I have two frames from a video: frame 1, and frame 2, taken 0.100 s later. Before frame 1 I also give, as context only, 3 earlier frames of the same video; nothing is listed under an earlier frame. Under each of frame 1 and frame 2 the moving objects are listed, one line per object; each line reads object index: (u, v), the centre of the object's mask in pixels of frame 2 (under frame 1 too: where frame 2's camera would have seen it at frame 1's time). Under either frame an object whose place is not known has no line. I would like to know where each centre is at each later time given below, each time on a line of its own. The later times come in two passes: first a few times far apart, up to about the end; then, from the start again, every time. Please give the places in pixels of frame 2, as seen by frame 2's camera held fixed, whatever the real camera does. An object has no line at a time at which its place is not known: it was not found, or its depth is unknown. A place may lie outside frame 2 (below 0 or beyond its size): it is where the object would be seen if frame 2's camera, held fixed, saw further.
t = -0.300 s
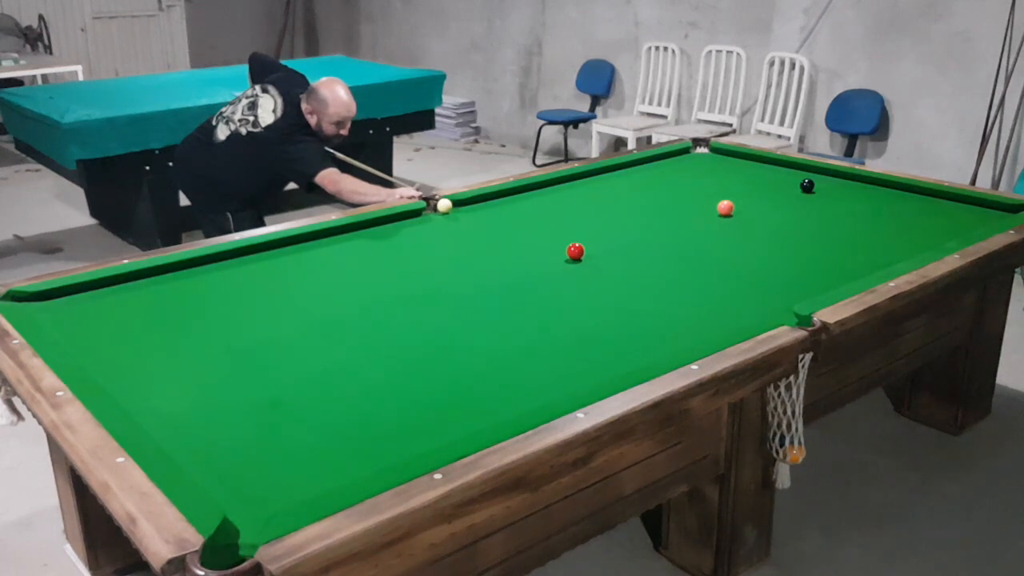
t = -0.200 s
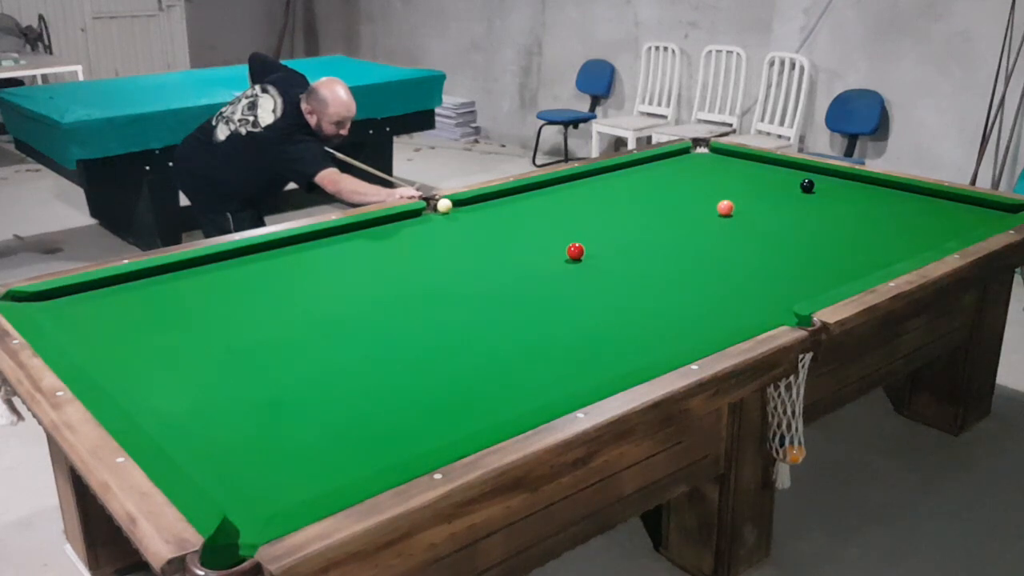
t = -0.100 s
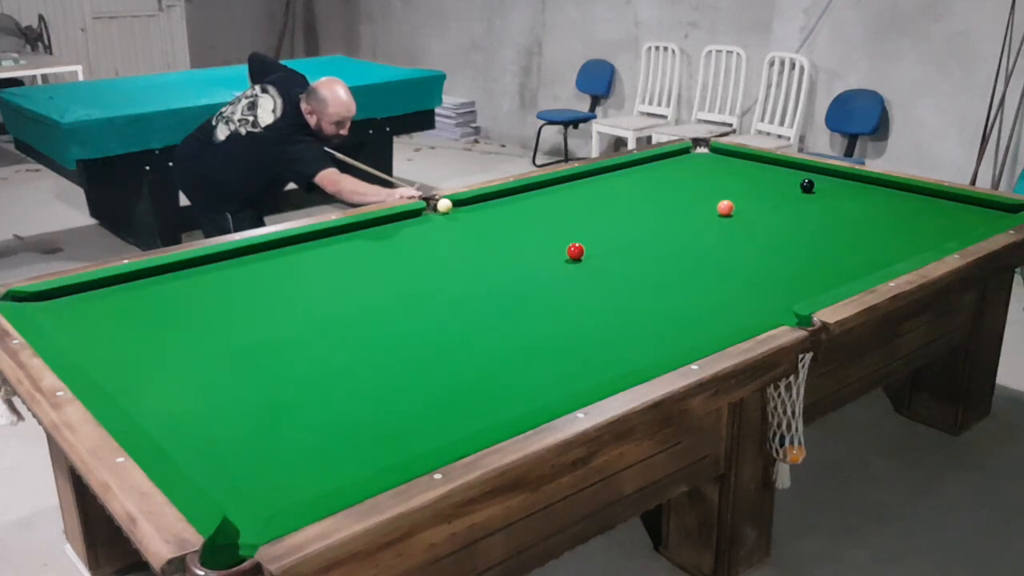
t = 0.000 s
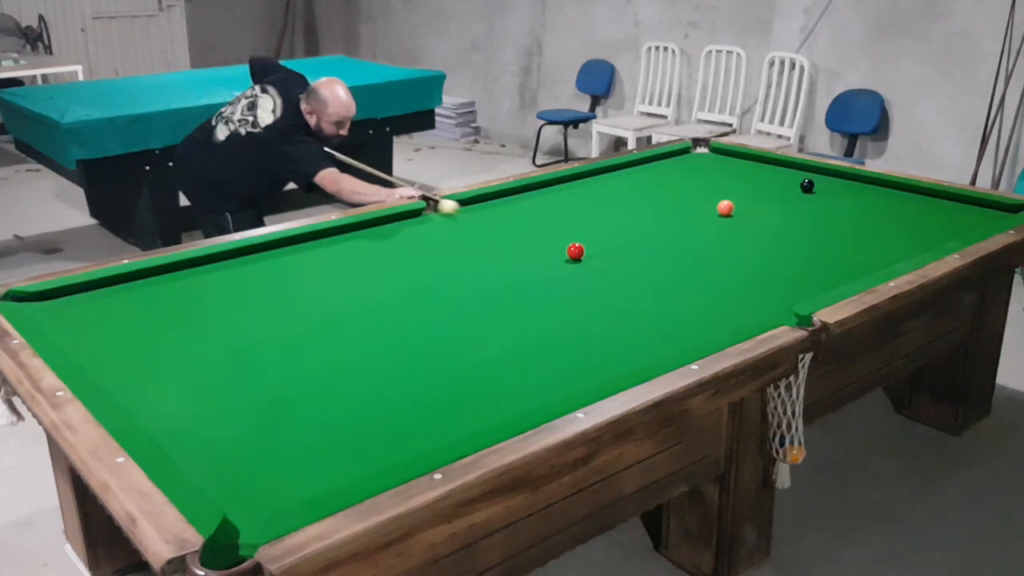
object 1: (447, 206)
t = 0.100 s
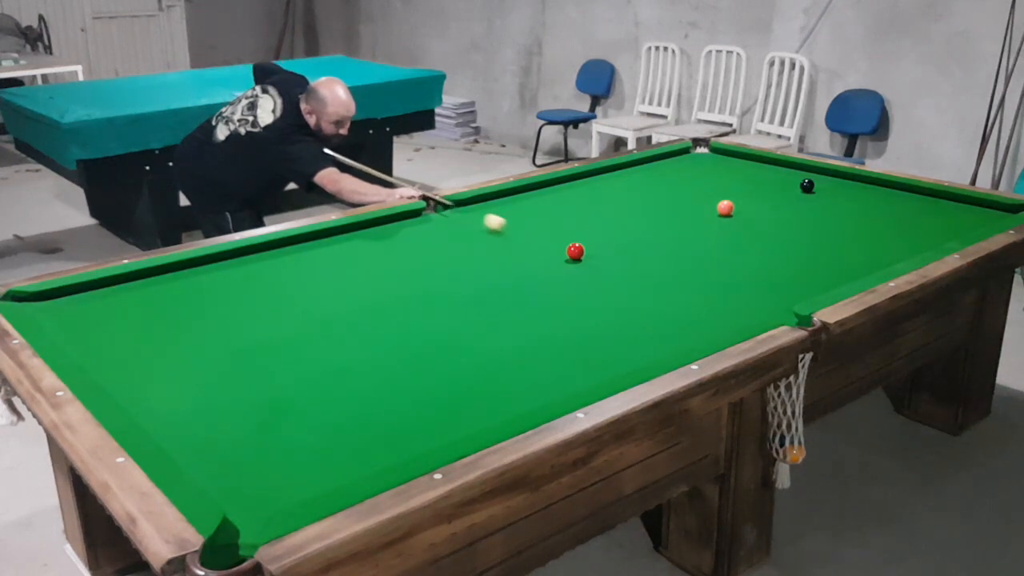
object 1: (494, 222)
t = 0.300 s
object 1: (570, 247)
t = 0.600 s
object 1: (626, 258)
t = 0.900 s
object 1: (687, 272)
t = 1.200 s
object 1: (749, 286)
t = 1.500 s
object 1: (803, 295)
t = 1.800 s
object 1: (774, 285)
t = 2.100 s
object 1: (749, 274)
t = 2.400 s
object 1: (728, 265)
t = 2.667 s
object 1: (712, 258)
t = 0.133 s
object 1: (510, 228)
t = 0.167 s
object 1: (527, 234)
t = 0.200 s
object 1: (545, 240)
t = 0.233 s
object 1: (561, 245)
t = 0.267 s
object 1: (567, 247)
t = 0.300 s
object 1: (570, 247)
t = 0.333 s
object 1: (575, 247)
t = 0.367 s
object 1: (580, 249)
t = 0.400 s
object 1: (586, 250)
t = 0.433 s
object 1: (592, 251)
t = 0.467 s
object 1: (599, 252)
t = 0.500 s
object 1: (605, 254)
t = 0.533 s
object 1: (612, 255)
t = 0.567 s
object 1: (619, 257)
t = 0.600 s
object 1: (626, 258)
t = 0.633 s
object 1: (632, 260)
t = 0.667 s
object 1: (639, 262)
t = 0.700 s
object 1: (646, 263)
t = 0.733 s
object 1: (653, 264)
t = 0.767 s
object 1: (659, 266)
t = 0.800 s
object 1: (666, 267)
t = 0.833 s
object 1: (673, 269)
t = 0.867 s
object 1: (680, 270)
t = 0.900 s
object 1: (687, 272)
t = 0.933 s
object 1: (694, 273)
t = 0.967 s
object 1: (700, 275)
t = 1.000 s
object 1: (707, 276)
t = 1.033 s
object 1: (714, 278)
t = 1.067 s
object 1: (721, 279)
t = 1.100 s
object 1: (728, 281)
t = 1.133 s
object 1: (734, 282)
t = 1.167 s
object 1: (742, 284)
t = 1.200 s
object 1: (749, 286)
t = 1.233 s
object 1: (755, 287)
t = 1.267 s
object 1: (762, 288)
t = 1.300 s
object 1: (769, 290)
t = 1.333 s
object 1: (776, 292)
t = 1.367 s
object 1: (782, 293)
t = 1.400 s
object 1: (789, 295)
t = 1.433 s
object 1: (795, 295)
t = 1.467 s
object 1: (801, 295)
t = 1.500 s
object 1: (803, 295)
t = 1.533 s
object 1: (800, 294)
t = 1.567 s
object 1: (797, 294)
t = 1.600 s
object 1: (794, 293)
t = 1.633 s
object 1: (791, 291)
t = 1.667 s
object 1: (787, 290)
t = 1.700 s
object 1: (784, 288)
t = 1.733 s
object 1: (781, 287)
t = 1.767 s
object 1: (777, 286)
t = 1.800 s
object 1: (774, 285)
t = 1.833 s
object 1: (771, 283)
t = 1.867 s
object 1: (768, 282)
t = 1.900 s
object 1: (765, 281)
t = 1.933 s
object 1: (762, 280)
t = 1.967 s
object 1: (760, 278)
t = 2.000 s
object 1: (757, 277)
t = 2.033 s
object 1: (754, 276)
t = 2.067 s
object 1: (752, 275)
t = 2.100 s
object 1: (749, 274)
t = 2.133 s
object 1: (747, 273)
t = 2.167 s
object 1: (744, 272)
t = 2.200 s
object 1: (741, 271)
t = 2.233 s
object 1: (739, 270)
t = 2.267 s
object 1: (737, 269)
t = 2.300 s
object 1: (734, 268)
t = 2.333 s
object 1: (732, 267)
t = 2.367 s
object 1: (730, 266)
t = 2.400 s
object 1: (728, 265)
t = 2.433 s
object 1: (726, 264)
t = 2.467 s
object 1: (724, 263)
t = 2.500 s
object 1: (721, 263)
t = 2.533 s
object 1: (719, 261)
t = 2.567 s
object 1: (718, 261)
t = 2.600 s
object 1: (716, 260)
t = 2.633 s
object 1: (713, 259)
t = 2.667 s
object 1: (712, 258)
